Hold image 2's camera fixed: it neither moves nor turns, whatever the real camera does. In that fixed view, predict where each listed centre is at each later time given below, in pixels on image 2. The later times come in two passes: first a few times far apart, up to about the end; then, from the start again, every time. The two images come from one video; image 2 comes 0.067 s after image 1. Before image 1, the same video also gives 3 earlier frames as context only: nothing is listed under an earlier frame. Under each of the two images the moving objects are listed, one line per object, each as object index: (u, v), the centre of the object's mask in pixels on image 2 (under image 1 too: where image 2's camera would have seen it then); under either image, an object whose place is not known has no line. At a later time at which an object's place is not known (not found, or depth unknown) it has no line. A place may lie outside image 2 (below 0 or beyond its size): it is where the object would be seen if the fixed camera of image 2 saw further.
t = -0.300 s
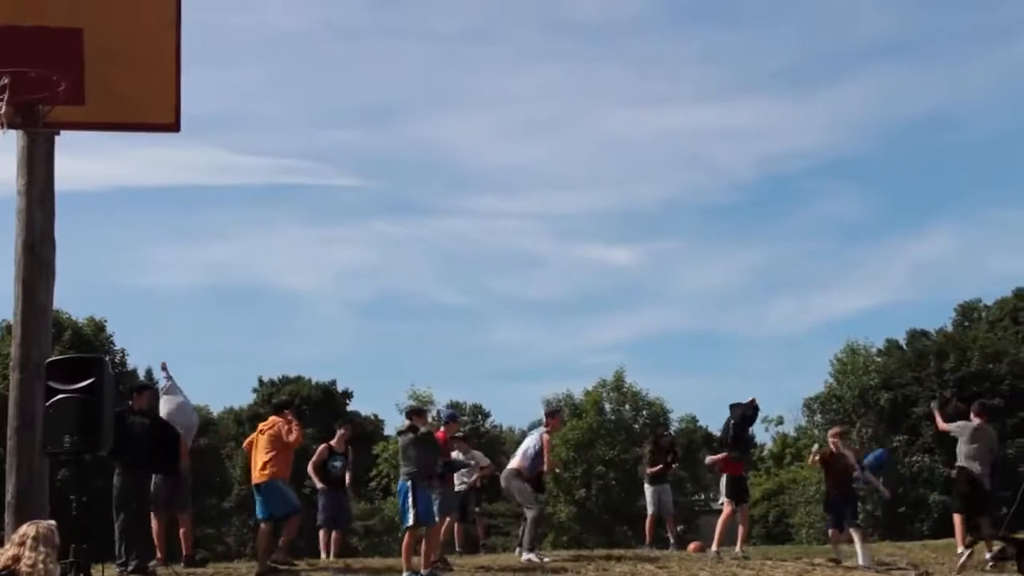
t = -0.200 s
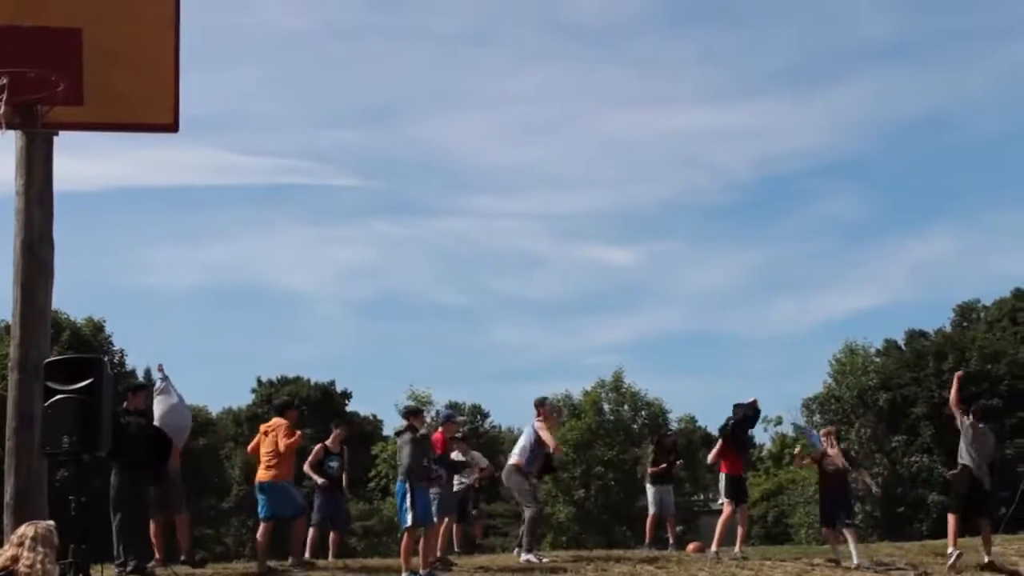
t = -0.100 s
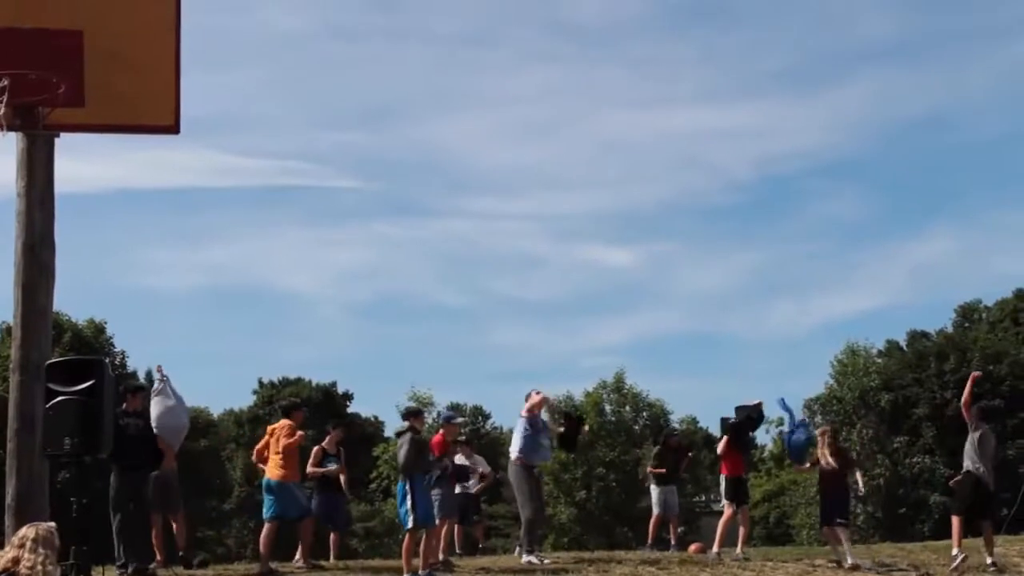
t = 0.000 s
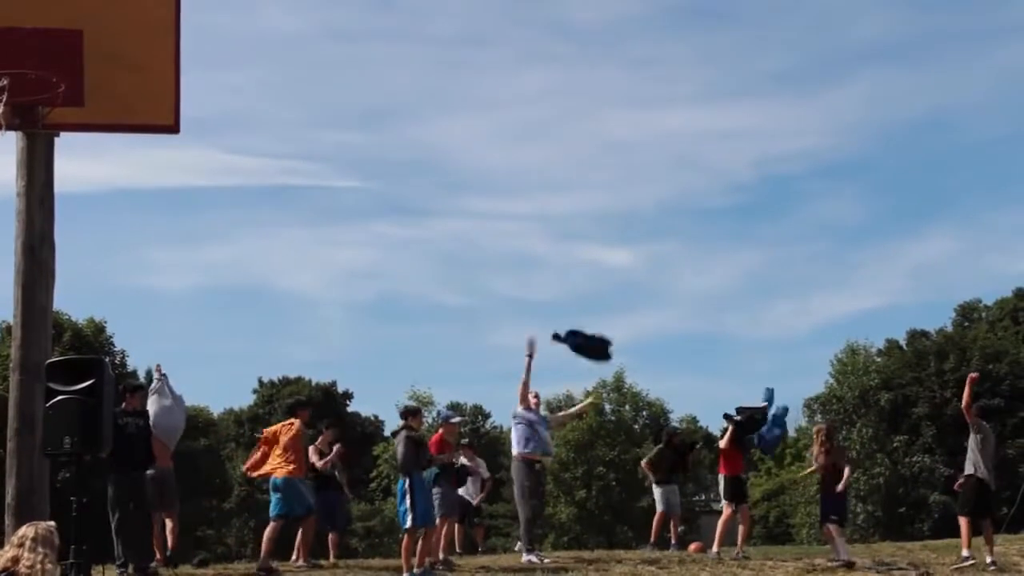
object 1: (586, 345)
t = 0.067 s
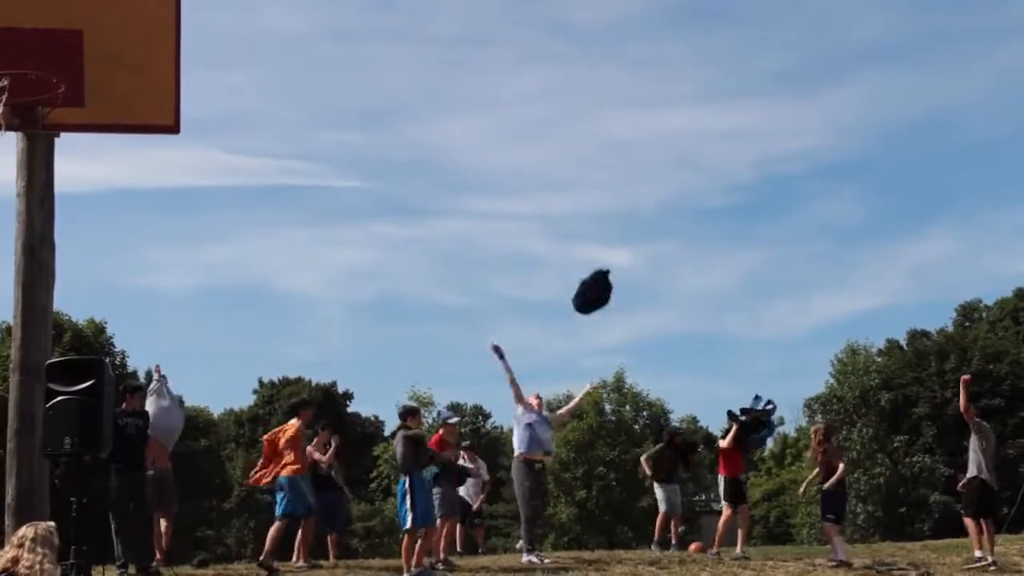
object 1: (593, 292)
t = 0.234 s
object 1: (596, 180)
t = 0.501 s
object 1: (589, 70)
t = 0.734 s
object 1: (587, 34)
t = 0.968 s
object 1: (590, 50)
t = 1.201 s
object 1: (598, 138)
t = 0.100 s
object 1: (594, 267)
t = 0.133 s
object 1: (595, 243)
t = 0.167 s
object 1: (596, 221)
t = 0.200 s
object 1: (596, 200)
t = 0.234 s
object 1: (596, 180)
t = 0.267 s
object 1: (596, 161)
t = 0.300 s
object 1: (594, 143)
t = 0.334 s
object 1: (593, 127)
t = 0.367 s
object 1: (592, 114)
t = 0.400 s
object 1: (591, 101)
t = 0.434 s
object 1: (590, 90)
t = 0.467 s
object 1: (589, 80)
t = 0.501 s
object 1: (589, 70)
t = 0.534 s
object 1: (589, 62)
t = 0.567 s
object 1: (588, 54)
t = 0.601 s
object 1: (588, 47)
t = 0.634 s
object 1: (587, 41)
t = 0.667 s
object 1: (586, 37)
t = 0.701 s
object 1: (586, 35)
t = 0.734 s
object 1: (587, 34)
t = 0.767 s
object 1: (588, 33)
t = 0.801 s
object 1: (589, 33)
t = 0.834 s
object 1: (590, 35)
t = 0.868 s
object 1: (590, 37)
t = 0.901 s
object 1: (590, 39)
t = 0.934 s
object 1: (590, 44)
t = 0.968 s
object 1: (590, 50)
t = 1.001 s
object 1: (591, 58)
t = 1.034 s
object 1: (593, 67)
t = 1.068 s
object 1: (595, 78)
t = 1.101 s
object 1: (595, 90)
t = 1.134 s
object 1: (596, 104)
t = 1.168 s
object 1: (597, 120)
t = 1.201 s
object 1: (598, 138)
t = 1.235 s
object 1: (599, 157)
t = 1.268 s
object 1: (600, 178)
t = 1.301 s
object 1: (602, 198)
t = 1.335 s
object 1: (602, 221)
